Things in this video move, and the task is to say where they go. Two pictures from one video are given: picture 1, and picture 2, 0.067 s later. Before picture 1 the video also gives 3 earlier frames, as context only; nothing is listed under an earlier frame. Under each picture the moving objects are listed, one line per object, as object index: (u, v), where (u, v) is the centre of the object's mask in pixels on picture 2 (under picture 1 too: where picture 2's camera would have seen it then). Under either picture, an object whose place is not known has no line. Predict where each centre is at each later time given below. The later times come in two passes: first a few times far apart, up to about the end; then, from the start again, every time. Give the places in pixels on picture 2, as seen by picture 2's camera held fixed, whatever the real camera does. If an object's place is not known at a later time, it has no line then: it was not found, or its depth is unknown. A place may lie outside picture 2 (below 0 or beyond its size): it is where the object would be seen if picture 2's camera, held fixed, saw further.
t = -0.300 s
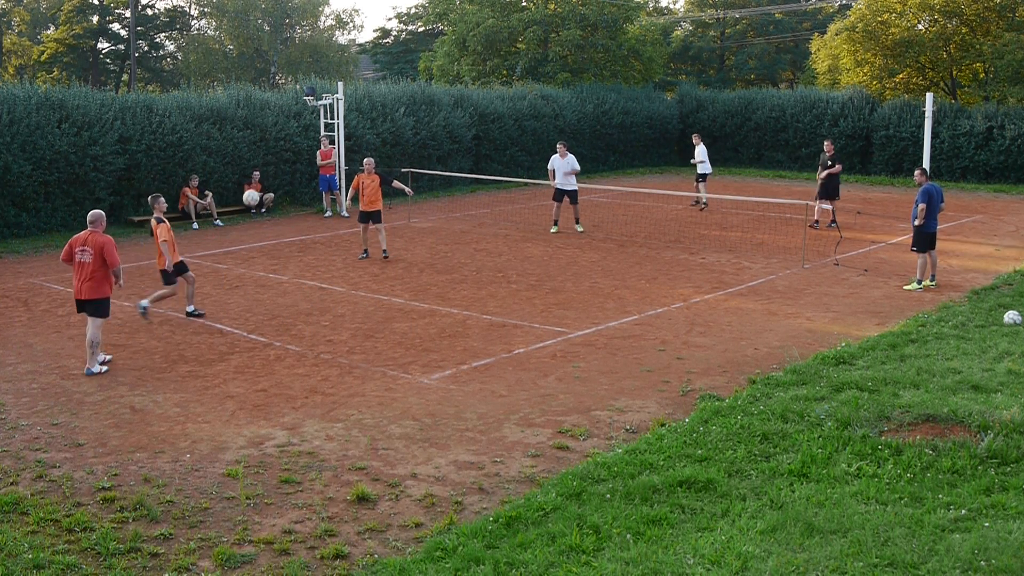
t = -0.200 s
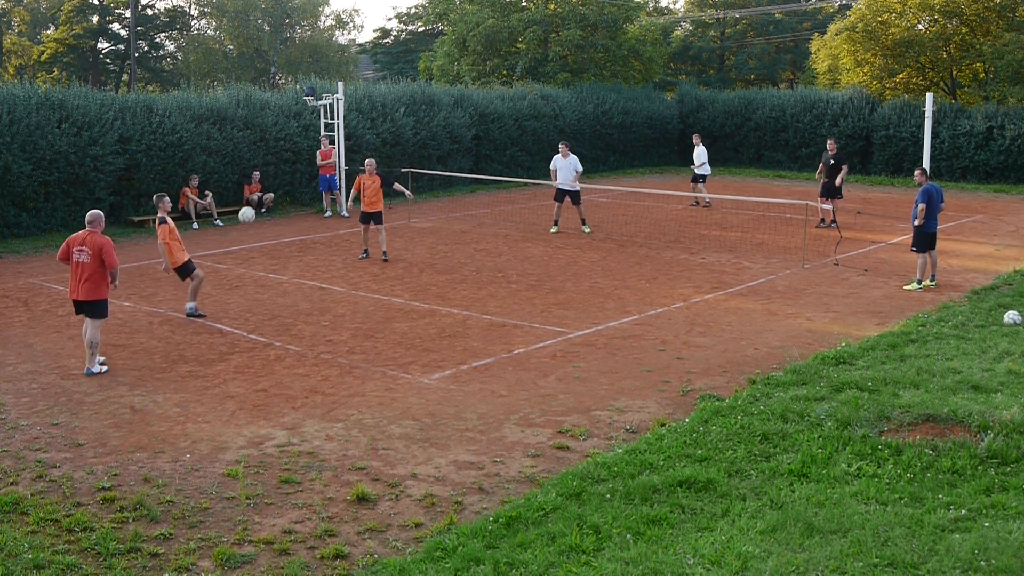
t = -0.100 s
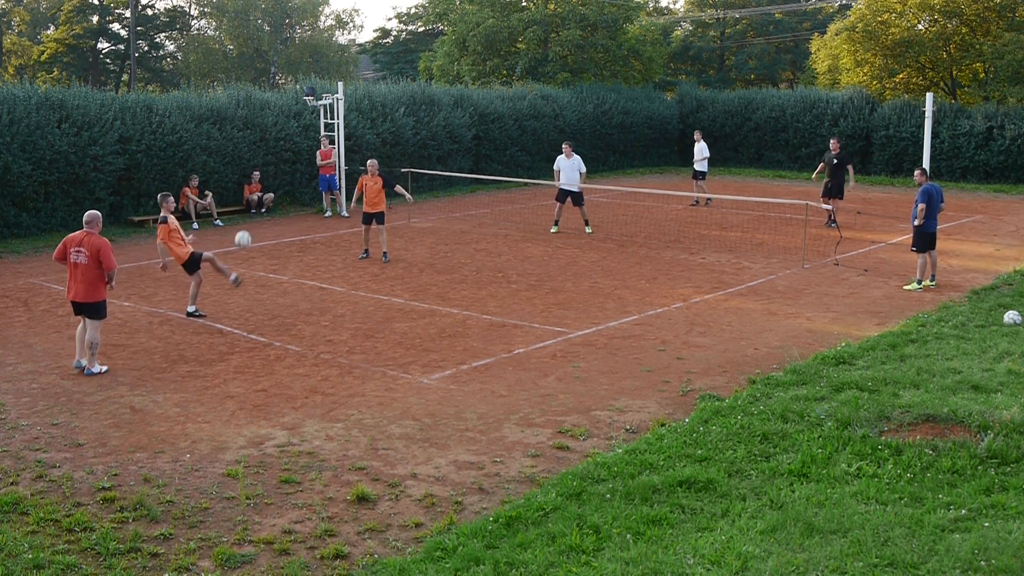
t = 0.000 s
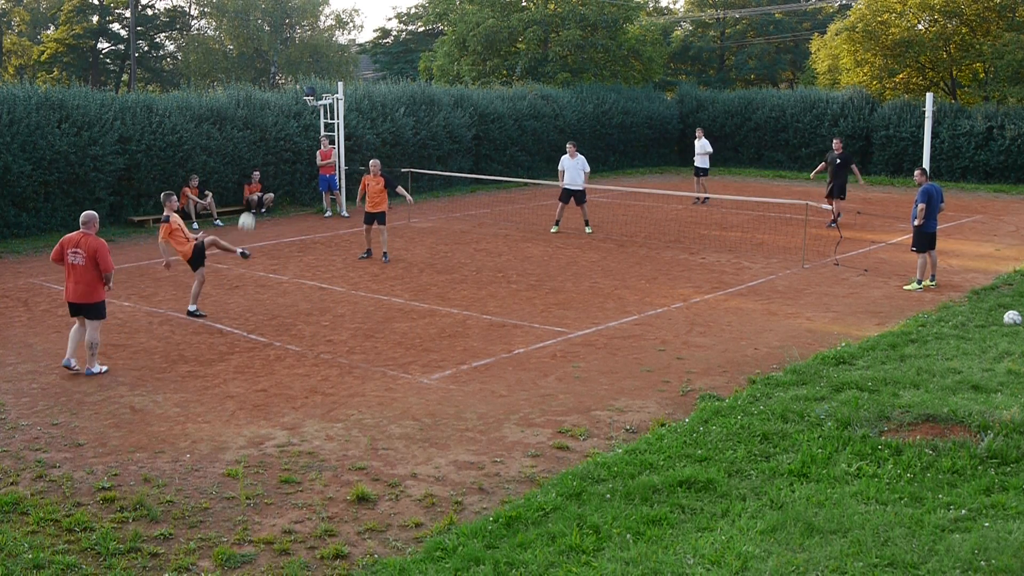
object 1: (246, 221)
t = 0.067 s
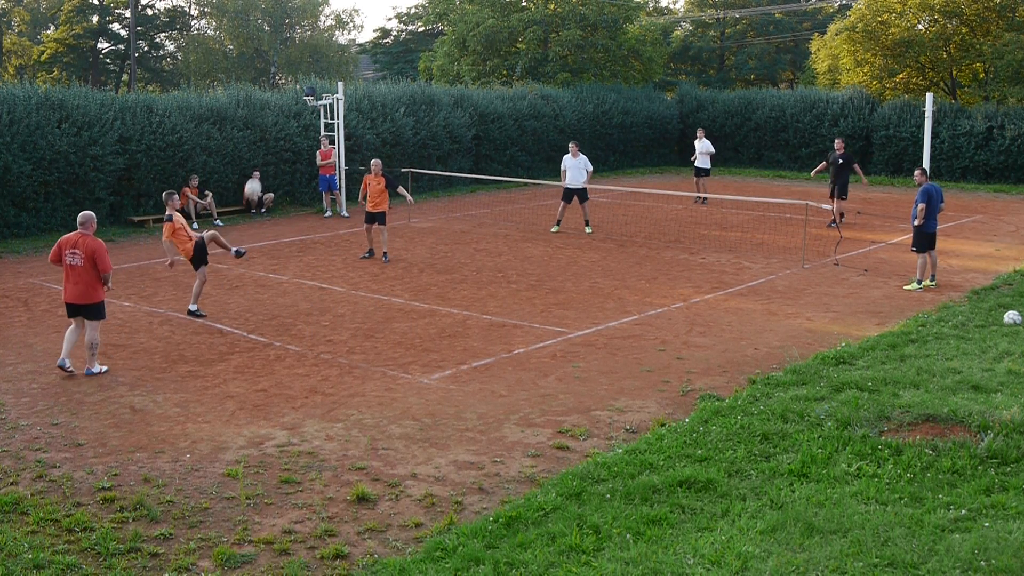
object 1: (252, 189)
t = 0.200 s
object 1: (267, 131)
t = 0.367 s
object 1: (284, 79)
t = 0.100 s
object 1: (256, 173)
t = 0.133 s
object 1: (260, 158)
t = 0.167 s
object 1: (263, 144)
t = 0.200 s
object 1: (267, 131)
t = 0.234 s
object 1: (270, 119)
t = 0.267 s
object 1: (274, 107)
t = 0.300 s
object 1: (277, 97)
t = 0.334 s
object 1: (280, 87)
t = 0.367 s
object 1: (284, 79)
